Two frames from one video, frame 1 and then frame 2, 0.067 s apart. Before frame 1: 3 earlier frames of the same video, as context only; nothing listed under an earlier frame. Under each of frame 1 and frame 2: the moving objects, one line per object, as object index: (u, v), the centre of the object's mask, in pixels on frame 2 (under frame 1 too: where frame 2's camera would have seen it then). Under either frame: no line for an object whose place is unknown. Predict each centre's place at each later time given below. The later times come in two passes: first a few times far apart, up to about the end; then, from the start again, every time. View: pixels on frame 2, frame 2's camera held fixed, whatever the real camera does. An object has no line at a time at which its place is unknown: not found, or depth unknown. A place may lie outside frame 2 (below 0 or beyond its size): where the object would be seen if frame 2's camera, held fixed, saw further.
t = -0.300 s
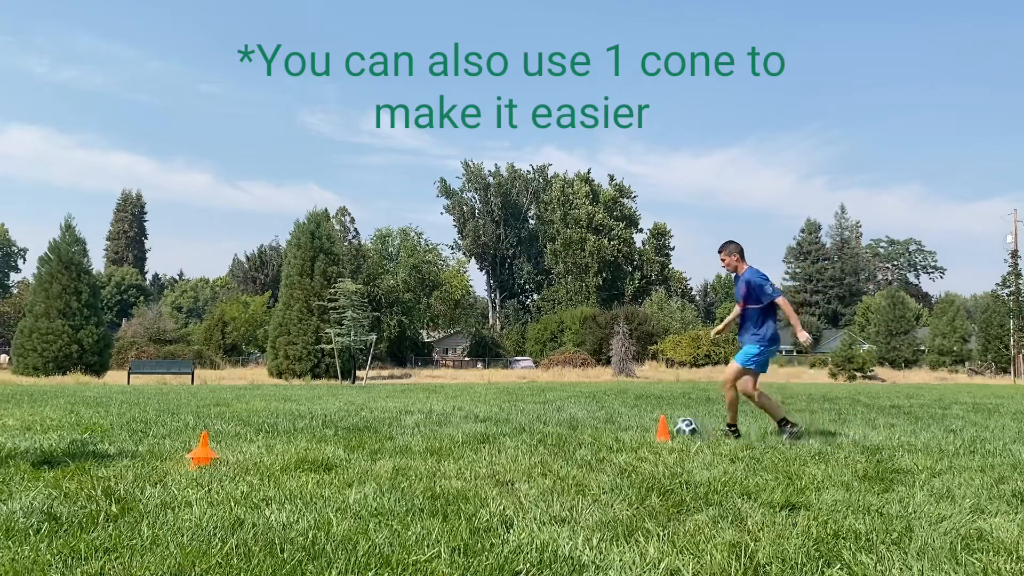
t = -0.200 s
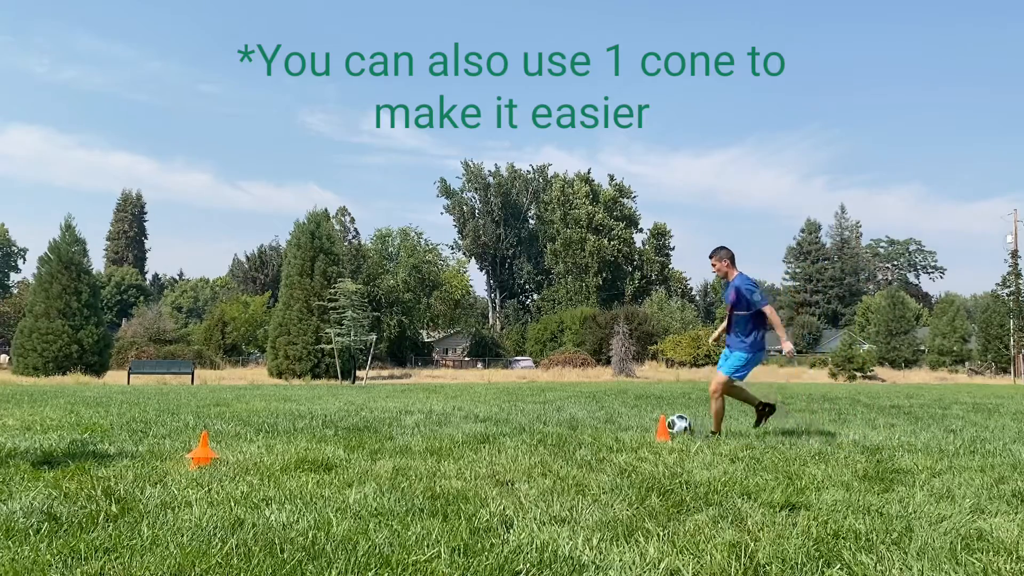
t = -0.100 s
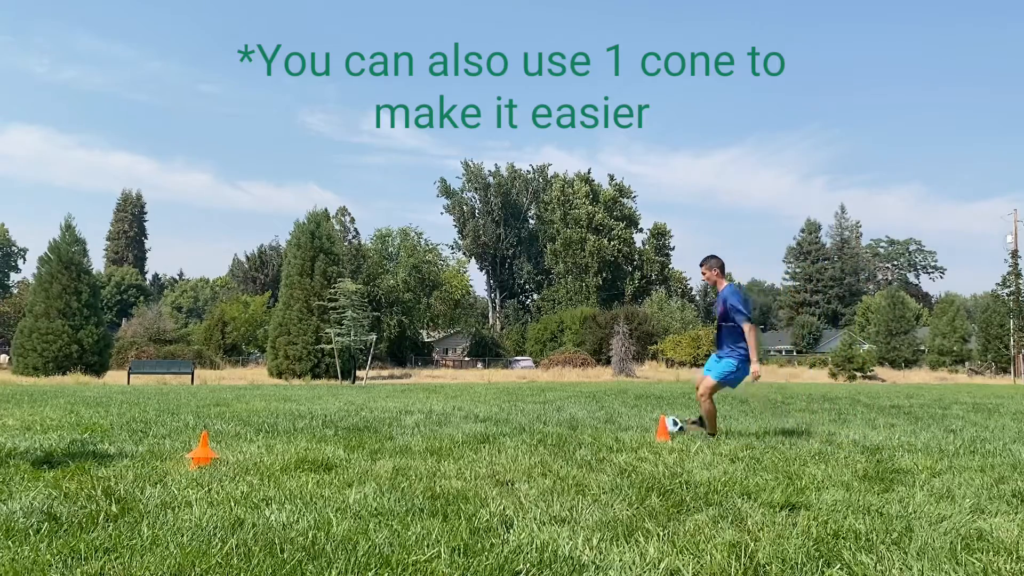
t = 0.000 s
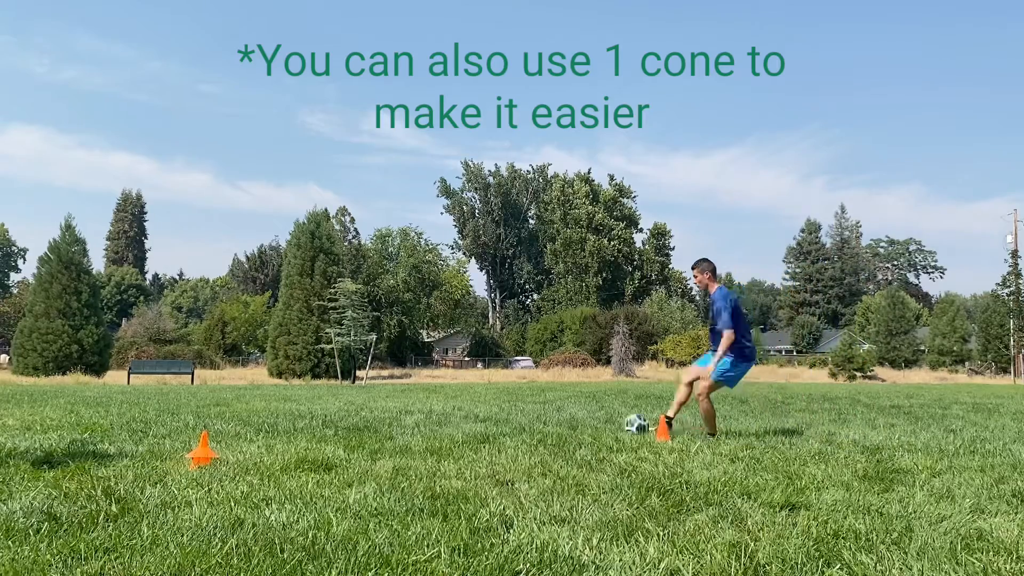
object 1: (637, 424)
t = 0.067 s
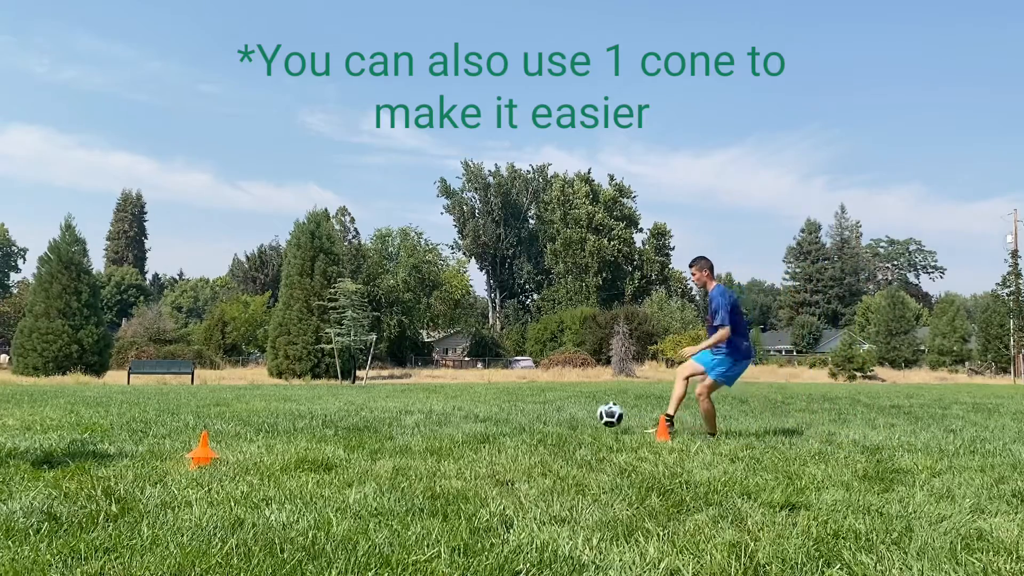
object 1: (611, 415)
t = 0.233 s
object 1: (541, 406)
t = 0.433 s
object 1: (445, 435)
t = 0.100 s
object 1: (597, 410)
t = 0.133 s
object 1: (583, 408)
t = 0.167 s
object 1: (569, 405)
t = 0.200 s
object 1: (556, 405)
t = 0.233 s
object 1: (541, 406)
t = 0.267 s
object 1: (526, 410)
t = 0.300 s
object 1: (510, 414)
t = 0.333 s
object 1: (494, 420)
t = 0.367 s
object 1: (478, 427)
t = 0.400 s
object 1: (462, 432)
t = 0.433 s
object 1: (445, 435)
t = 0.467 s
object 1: (432, 433)
